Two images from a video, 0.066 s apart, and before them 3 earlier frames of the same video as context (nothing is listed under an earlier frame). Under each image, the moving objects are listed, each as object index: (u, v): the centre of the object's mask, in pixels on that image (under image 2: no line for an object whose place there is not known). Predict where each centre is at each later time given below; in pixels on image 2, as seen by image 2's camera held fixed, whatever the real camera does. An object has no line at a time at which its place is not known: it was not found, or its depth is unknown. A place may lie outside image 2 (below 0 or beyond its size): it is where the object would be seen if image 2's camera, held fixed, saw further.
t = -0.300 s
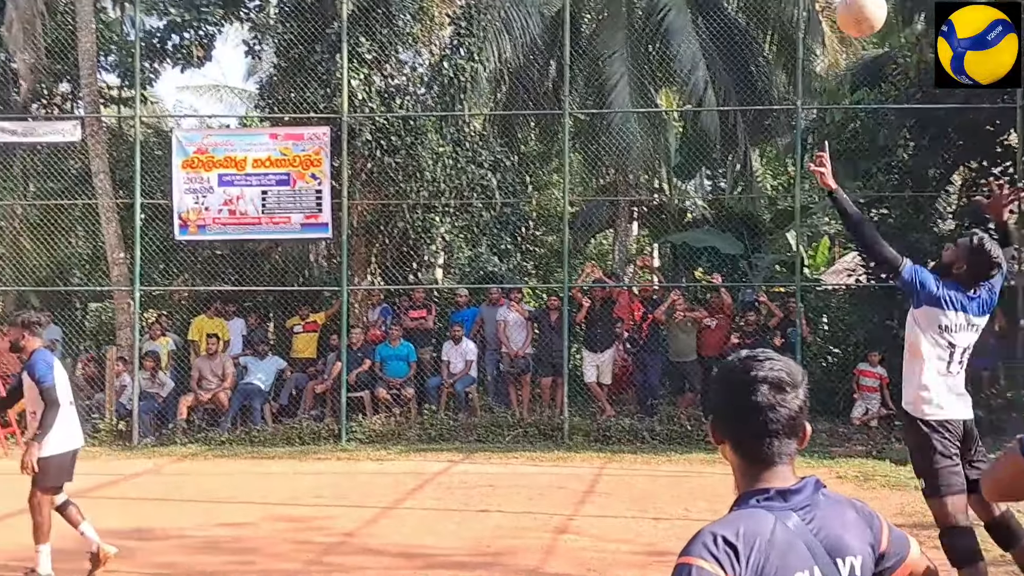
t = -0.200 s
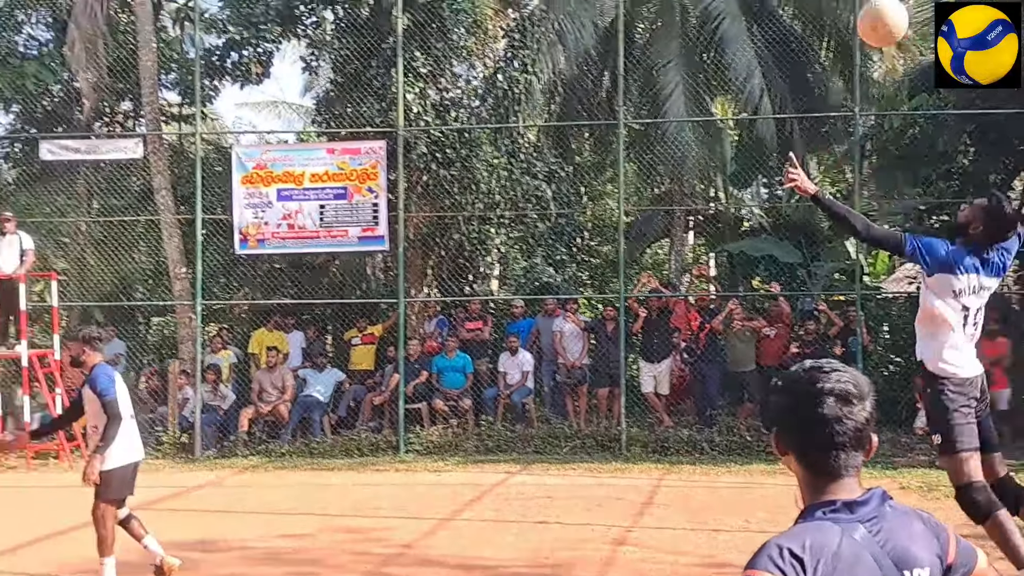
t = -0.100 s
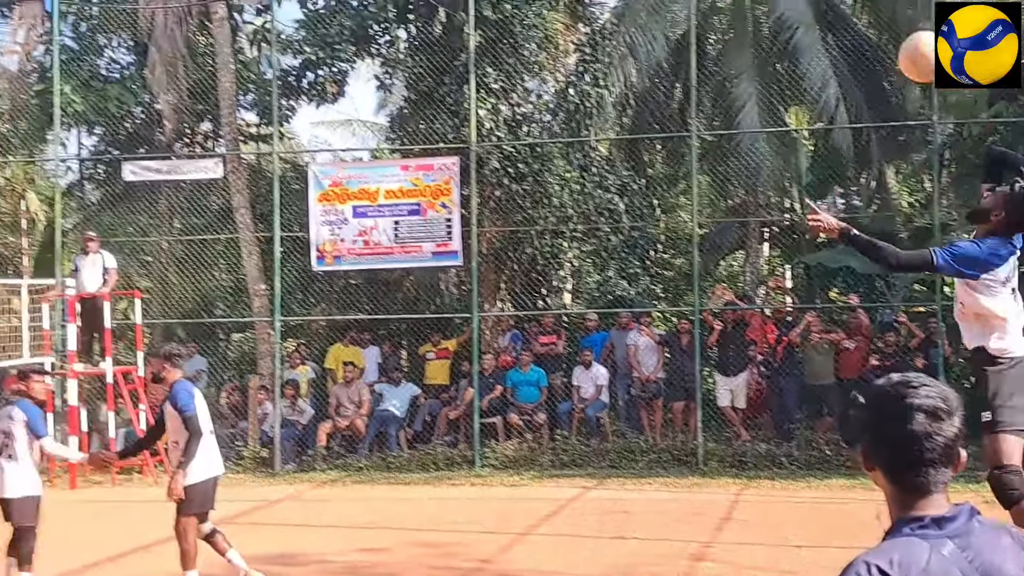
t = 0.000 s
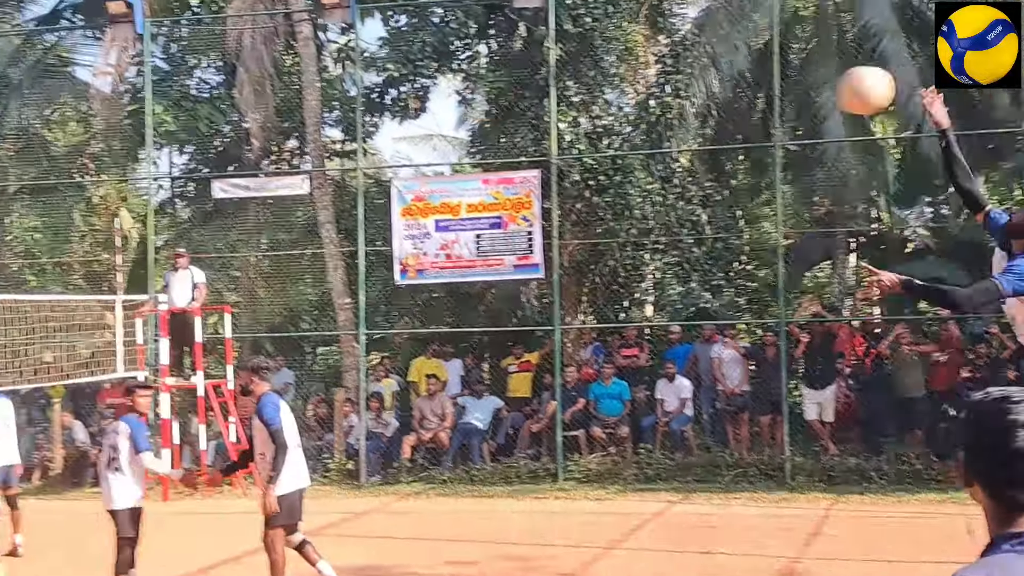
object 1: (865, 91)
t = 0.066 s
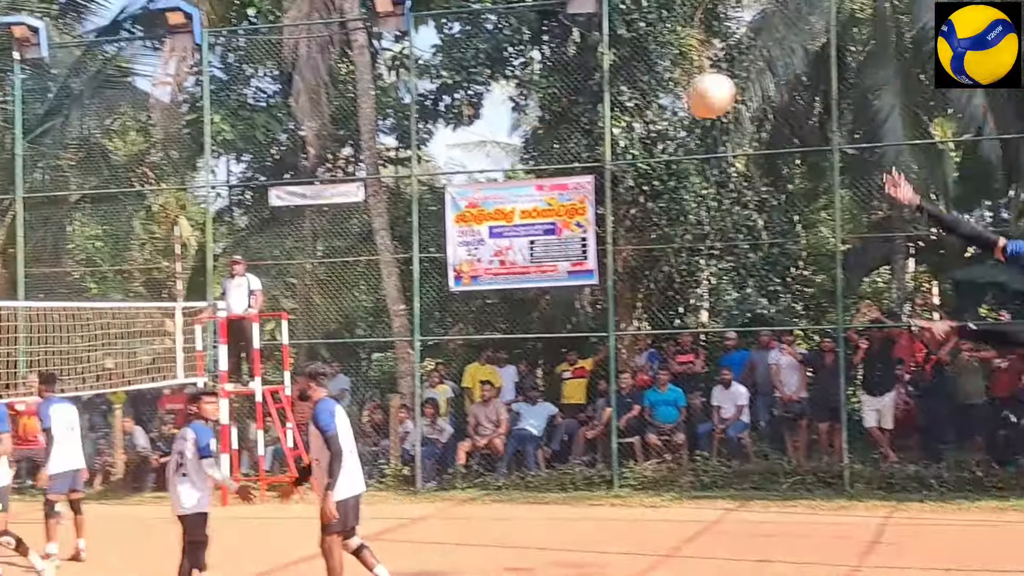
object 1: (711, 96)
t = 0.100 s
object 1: (618, 100)
